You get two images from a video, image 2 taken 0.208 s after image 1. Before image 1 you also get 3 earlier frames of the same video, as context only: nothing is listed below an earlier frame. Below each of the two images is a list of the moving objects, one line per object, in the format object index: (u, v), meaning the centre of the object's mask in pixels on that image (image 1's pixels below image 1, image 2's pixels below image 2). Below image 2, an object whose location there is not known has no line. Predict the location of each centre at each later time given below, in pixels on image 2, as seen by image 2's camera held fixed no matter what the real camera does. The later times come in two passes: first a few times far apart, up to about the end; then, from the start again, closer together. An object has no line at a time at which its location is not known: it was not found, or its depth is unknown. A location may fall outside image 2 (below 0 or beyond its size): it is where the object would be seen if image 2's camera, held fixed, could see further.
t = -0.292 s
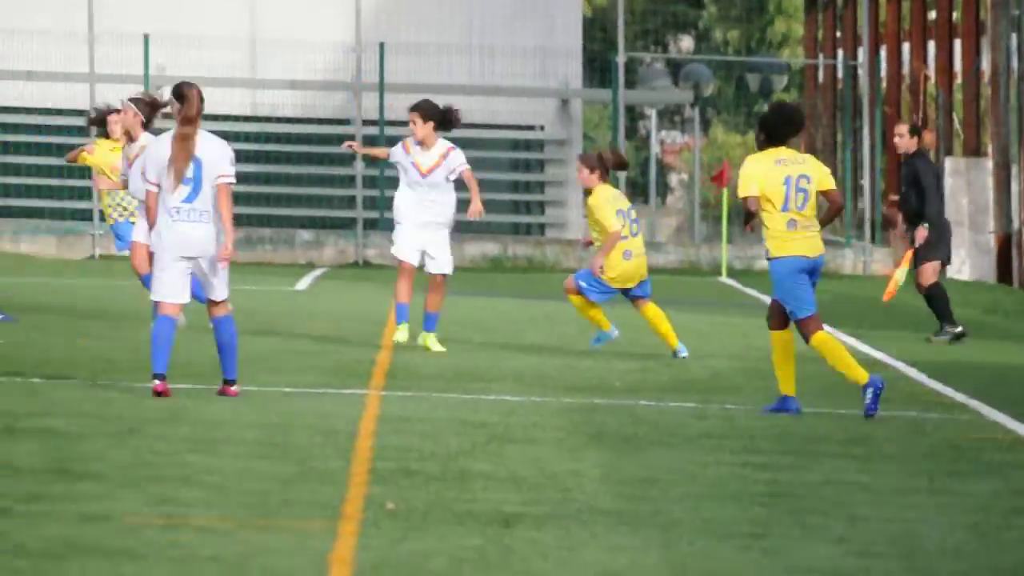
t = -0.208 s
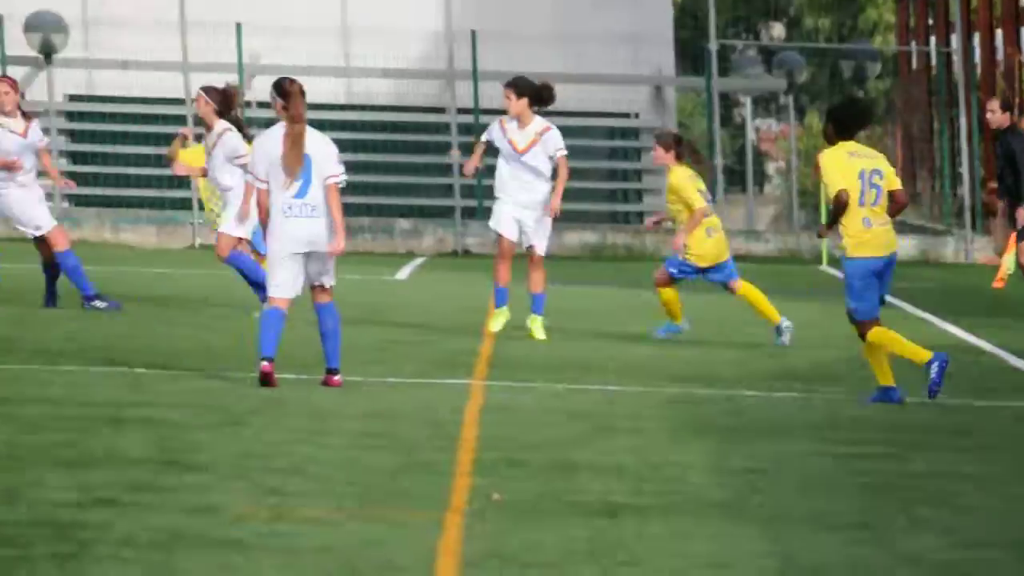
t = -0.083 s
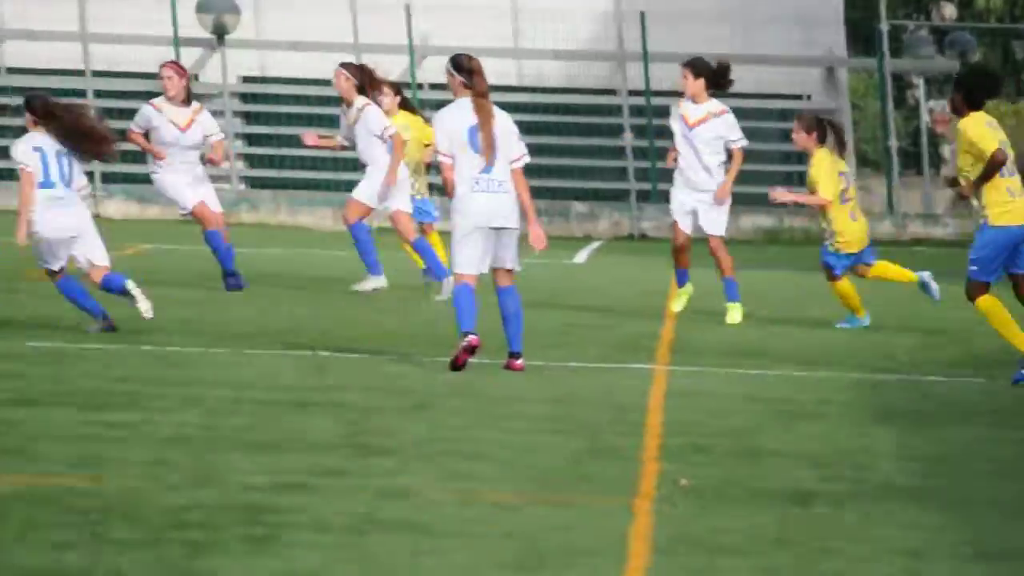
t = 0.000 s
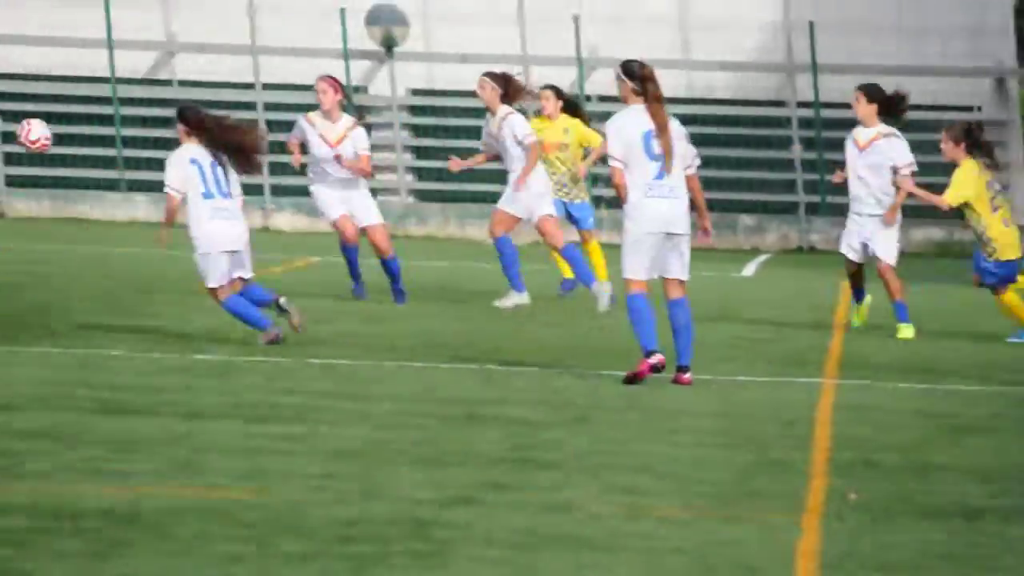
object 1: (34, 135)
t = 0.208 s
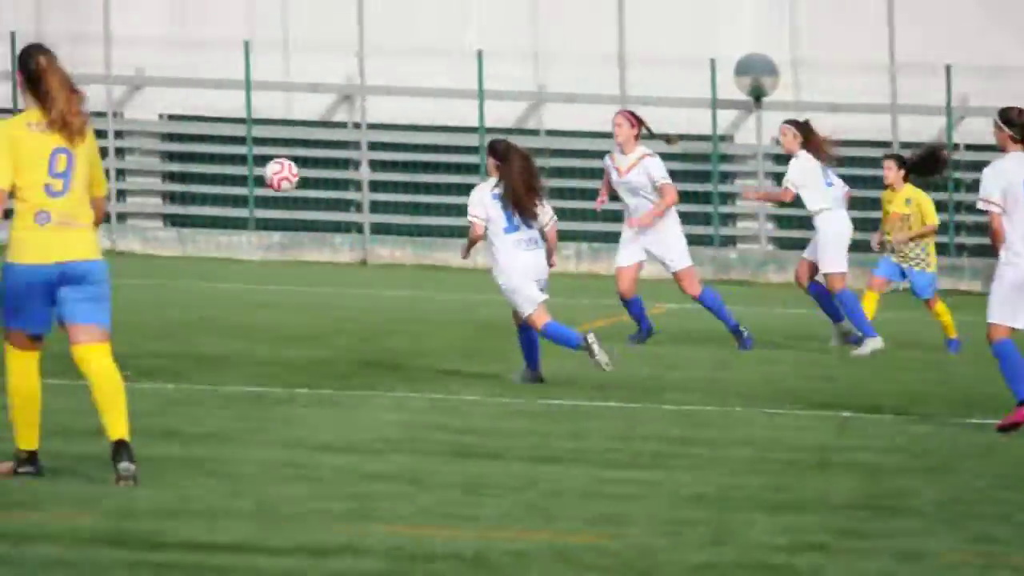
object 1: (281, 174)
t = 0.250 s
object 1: (258, 181)
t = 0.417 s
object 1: (165, 237)
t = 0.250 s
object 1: (258, 181)
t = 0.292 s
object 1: (234, 191)
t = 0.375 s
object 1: (187, 218)
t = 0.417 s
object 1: (165, 237)
